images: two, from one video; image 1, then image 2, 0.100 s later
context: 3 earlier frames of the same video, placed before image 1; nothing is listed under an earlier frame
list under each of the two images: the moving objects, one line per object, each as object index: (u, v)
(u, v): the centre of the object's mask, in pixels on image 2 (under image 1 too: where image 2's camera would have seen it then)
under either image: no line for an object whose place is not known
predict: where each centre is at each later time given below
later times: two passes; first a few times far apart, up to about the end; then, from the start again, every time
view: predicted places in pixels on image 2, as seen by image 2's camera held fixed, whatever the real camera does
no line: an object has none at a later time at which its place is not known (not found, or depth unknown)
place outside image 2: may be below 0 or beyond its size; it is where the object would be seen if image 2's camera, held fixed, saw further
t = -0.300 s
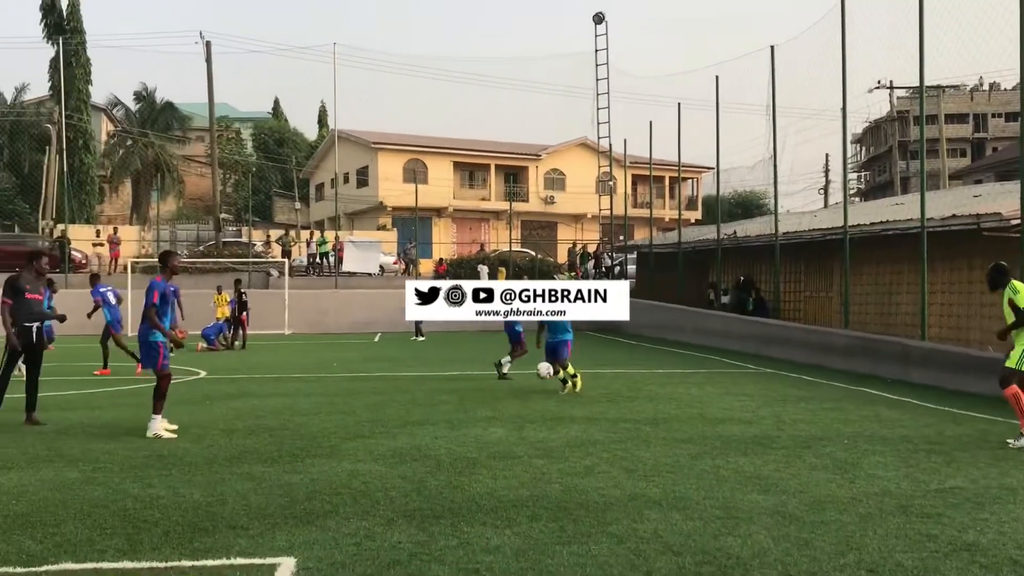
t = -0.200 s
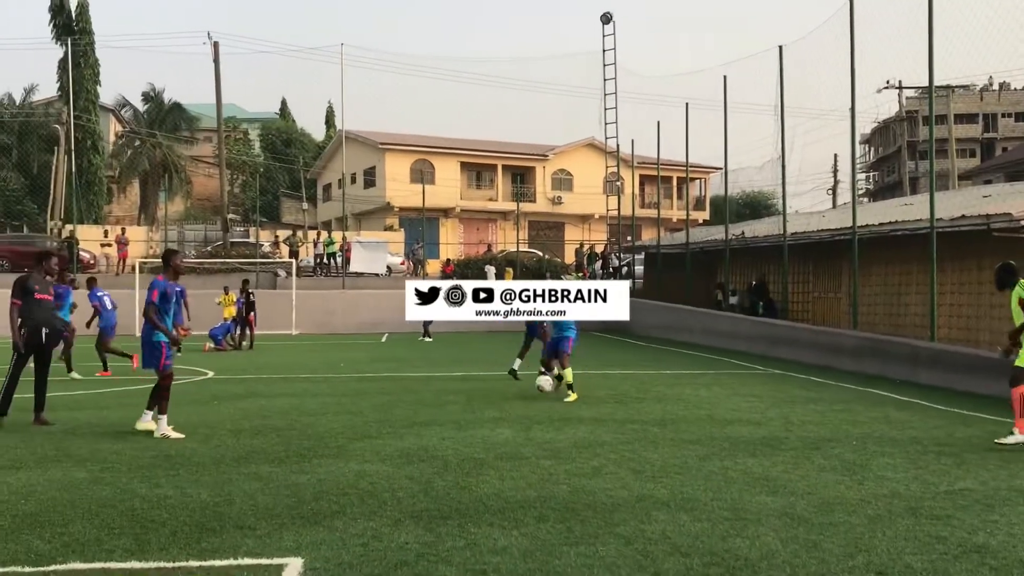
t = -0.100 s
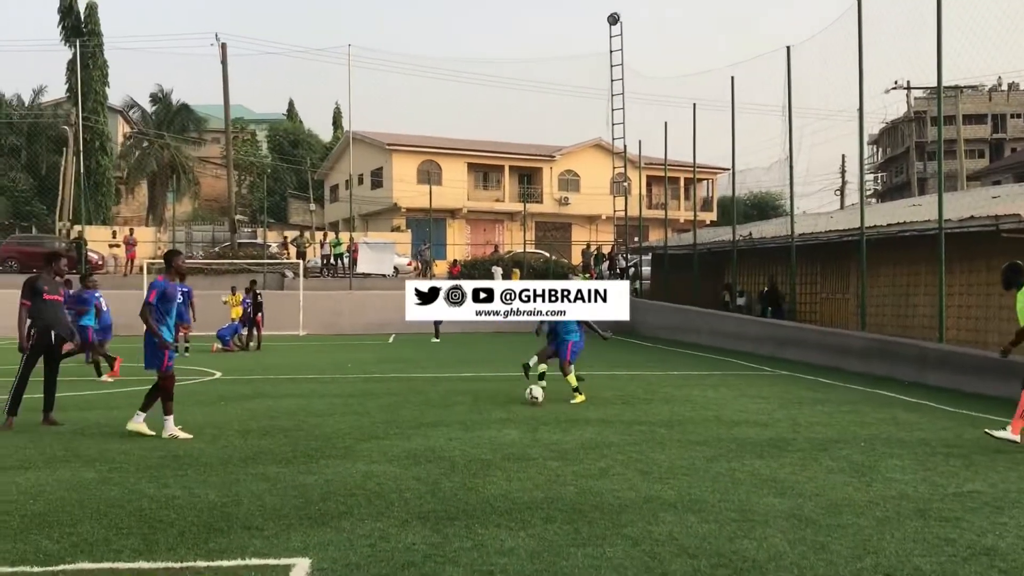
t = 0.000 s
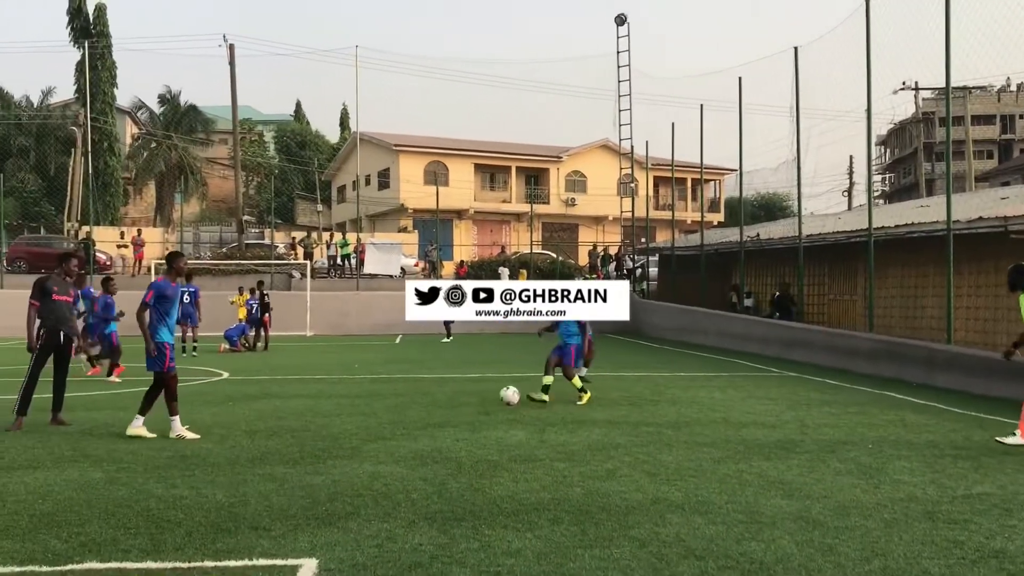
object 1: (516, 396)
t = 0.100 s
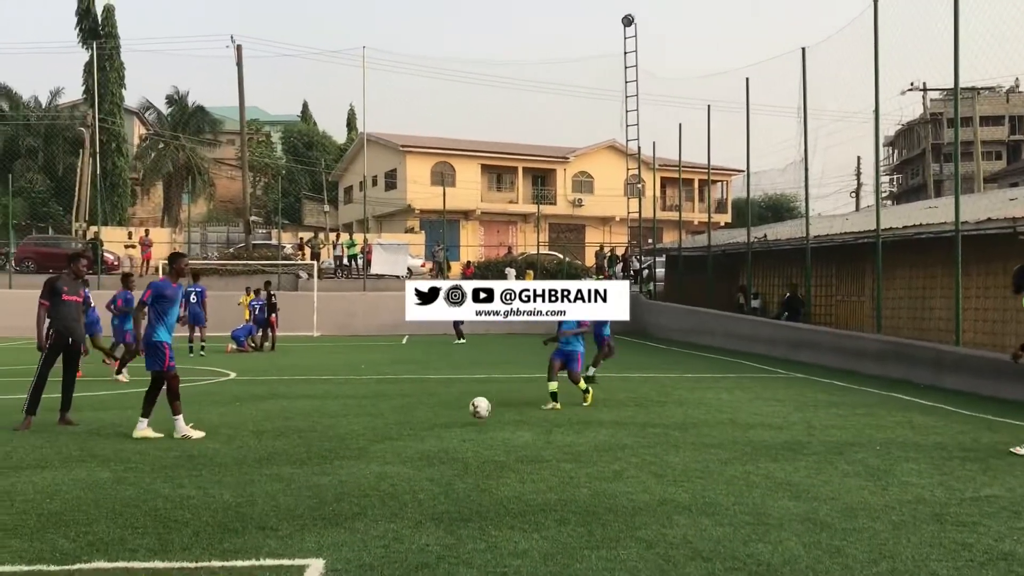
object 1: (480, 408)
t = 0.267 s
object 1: (415, 422)
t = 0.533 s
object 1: (285, 458)
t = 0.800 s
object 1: (86, 506)
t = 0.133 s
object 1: (467, 415)
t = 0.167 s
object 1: (453, 423)
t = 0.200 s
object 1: (441, 423)
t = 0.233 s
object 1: (428, 420)
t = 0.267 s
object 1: (415, 422)
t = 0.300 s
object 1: (402, 423)
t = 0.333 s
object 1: (387, 425)
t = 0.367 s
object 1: (372, 431)
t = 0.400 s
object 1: (357, 437)
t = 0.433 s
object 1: (340, 445)
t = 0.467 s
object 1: (324, 455)
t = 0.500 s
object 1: (305, 455)
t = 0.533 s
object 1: (285, 458)
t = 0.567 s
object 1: (265, 463)
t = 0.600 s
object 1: (244, 468)
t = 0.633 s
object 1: (221, 477)
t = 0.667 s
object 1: (198, 487)
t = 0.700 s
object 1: (172, 489)
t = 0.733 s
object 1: (144, 493)
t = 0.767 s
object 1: (116, 498)
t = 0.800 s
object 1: (86, 506)
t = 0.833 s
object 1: (53, 517)
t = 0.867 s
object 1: (17, 531)
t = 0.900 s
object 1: (-21, 540)
